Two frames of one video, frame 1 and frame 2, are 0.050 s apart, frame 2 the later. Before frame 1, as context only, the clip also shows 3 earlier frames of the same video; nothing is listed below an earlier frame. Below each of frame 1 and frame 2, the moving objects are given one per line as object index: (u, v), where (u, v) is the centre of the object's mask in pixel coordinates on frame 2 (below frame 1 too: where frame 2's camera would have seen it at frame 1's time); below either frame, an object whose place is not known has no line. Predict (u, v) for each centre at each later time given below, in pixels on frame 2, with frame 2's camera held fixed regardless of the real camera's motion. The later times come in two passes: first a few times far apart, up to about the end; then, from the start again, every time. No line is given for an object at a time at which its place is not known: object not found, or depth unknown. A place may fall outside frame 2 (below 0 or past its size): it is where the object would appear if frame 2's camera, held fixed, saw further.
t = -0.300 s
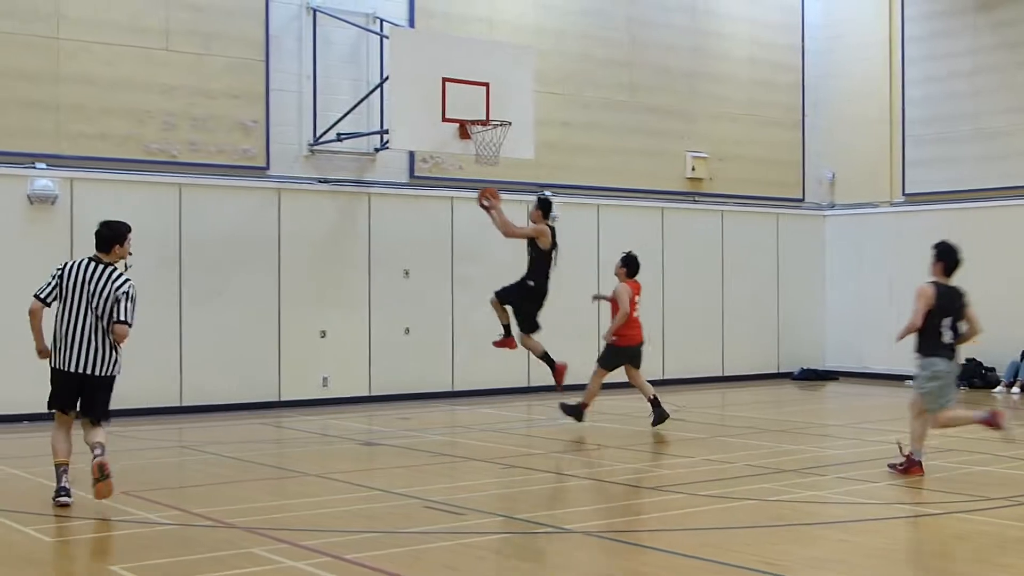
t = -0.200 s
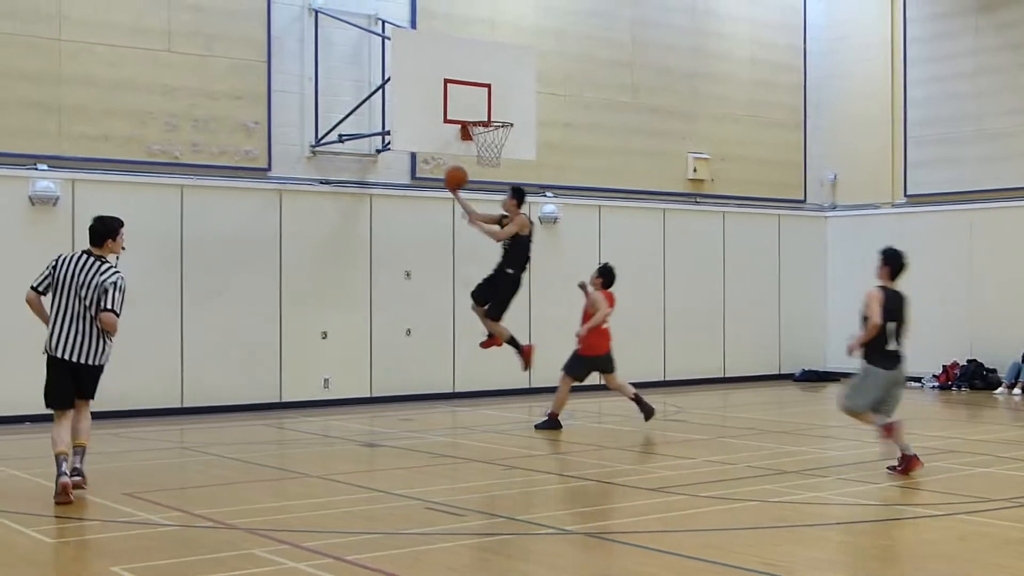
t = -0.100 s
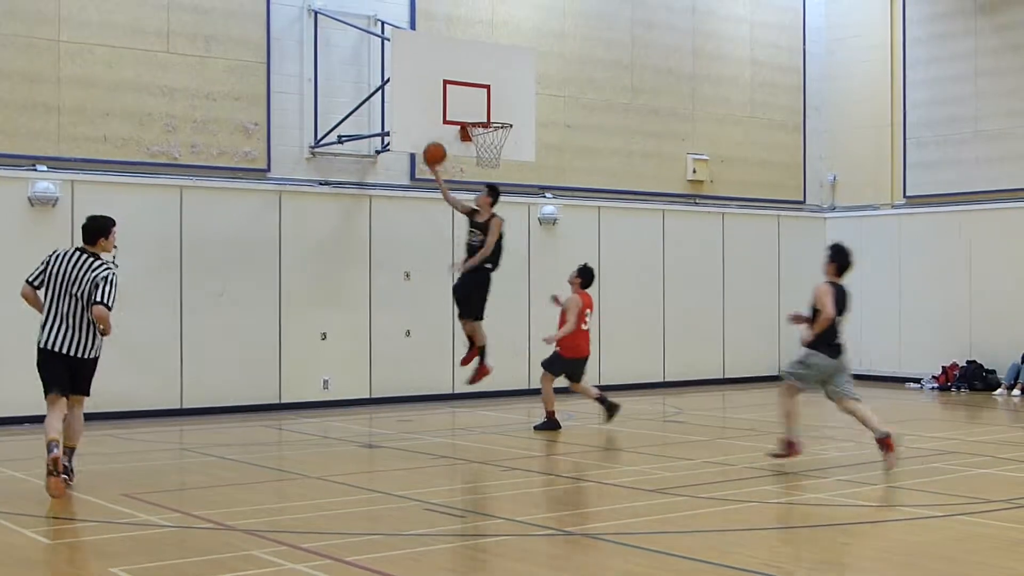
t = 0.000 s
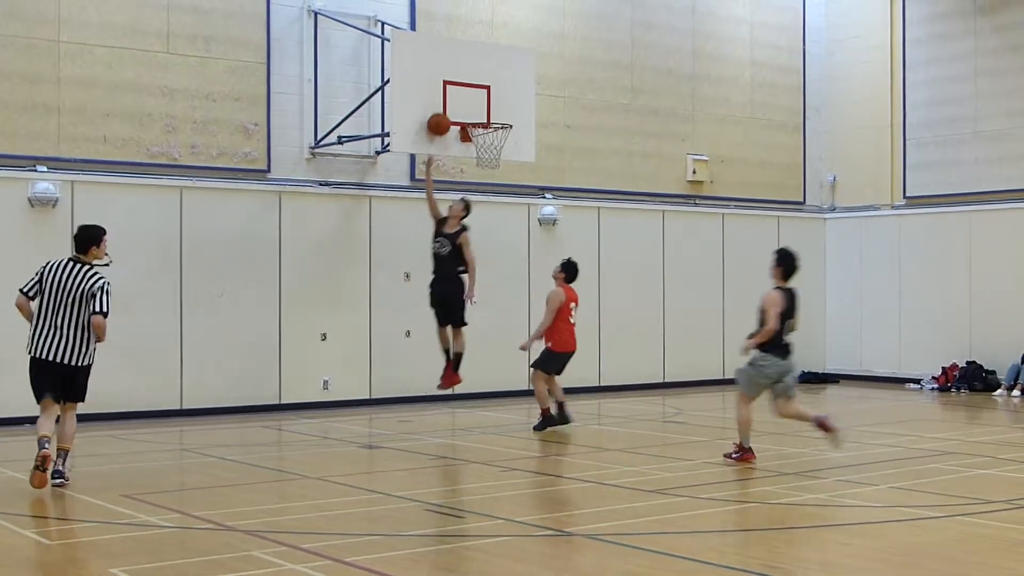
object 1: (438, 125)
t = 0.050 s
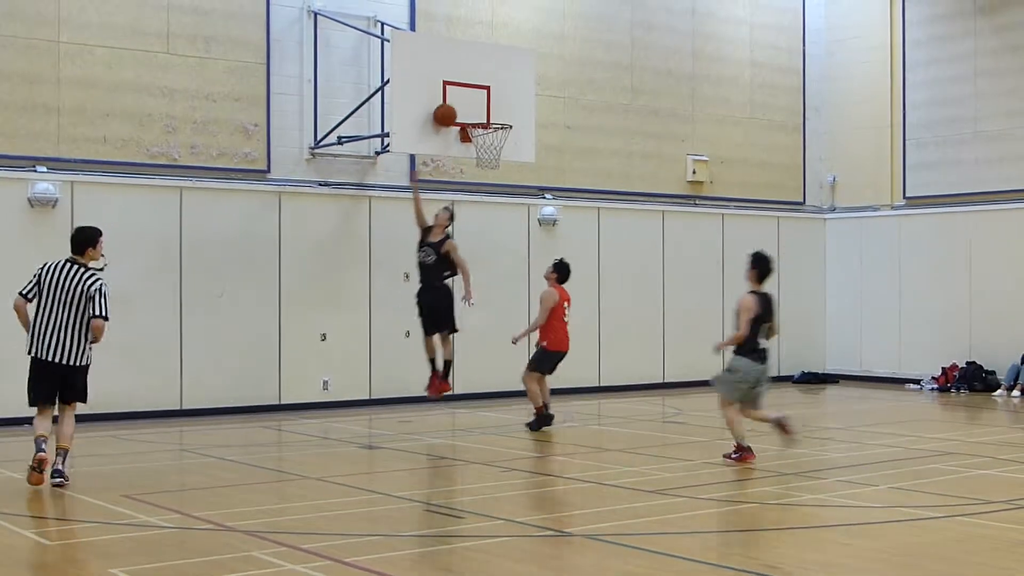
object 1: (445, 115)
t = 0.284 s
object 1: (481, 109)
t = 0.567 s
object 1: (487, 150)
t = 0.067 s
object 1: (447, 114)
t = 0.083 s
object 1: (449, 112)
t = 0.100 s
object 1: (453, 110)
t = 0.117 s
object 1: (455, 108)
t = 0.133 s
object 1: (458, 107)
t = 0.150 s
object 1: (460, 106)
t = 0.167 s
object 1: (463, 106)
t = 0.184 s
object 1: (466, 106)
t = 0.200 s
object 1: (468, 106)
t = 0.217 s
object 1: (471, 106)
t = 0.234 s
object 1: (473, 106)
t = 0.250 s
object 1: (476, 107)
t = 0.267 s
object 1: (478, 108)
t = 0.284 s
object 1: (481, 109)
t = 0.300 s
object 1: (483, 111)
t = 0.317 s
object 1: (486, 113)
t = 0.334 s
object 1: (488, 115)
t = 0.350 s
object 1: (491, 117)
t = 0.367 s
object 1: (493, 120)
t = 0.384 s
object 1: (496, 122)
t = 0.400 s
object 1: (498, 125)
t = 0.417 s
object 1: (497, 128)
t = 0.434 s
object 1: (497, 130)
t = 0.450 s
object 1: (496, 134)
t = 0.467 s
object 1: (495, 136)
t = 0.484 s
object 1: (494, 139)
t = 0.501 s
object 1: (494, 142)
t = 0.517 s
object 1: (492, 145)
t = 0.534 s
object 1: (490, 147)
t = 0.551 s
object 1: (489, 148)
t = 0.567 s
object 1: (487, 150)
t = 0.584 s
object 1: (486, 151)
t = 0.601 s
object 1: (485, 152)
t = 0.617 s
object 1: (484, 159)
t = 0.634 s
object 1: (483, 159)
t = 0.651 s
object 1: (481, 160)
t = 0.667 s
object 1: (480, 160)
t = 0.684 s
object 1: (479, 162)
